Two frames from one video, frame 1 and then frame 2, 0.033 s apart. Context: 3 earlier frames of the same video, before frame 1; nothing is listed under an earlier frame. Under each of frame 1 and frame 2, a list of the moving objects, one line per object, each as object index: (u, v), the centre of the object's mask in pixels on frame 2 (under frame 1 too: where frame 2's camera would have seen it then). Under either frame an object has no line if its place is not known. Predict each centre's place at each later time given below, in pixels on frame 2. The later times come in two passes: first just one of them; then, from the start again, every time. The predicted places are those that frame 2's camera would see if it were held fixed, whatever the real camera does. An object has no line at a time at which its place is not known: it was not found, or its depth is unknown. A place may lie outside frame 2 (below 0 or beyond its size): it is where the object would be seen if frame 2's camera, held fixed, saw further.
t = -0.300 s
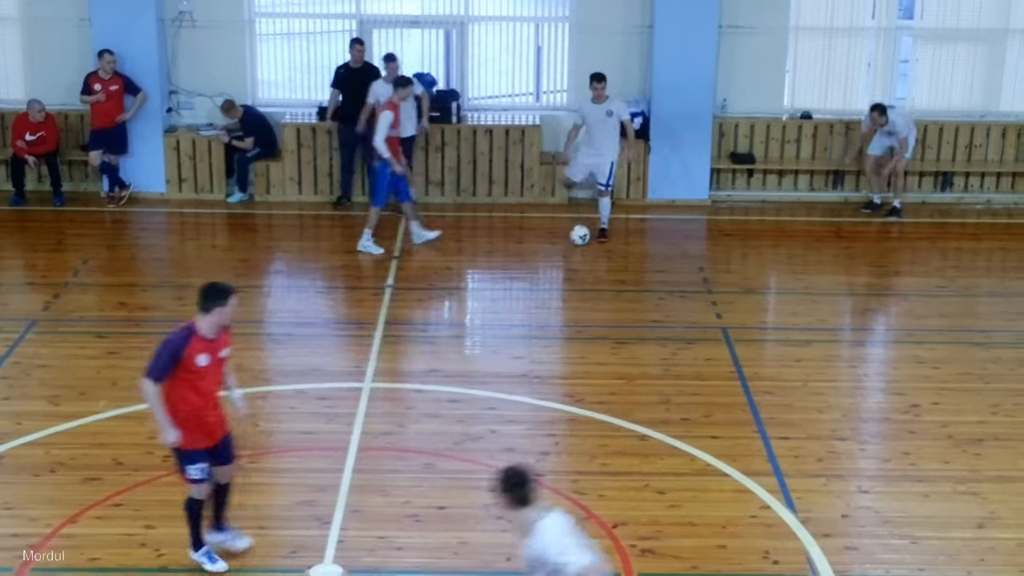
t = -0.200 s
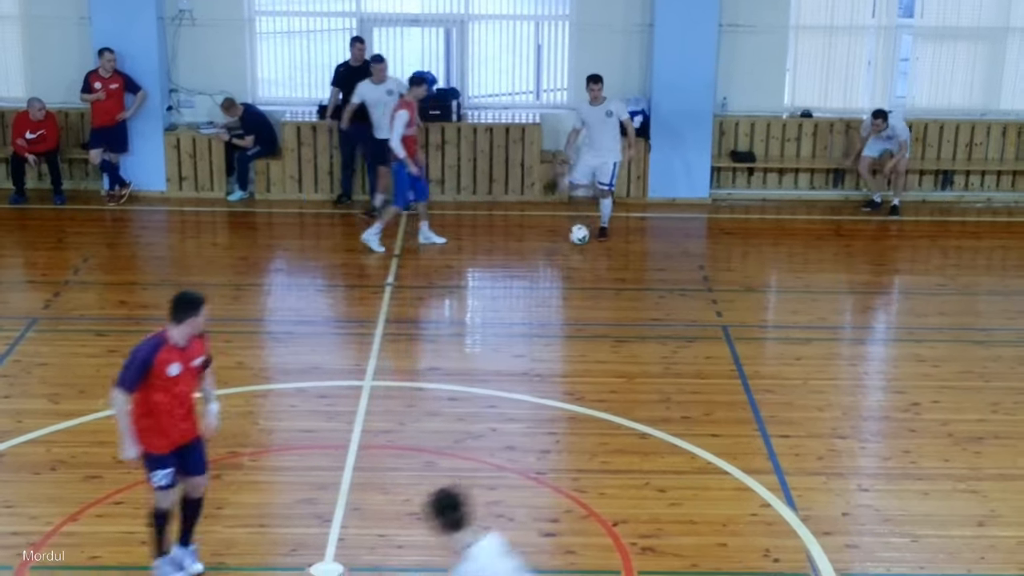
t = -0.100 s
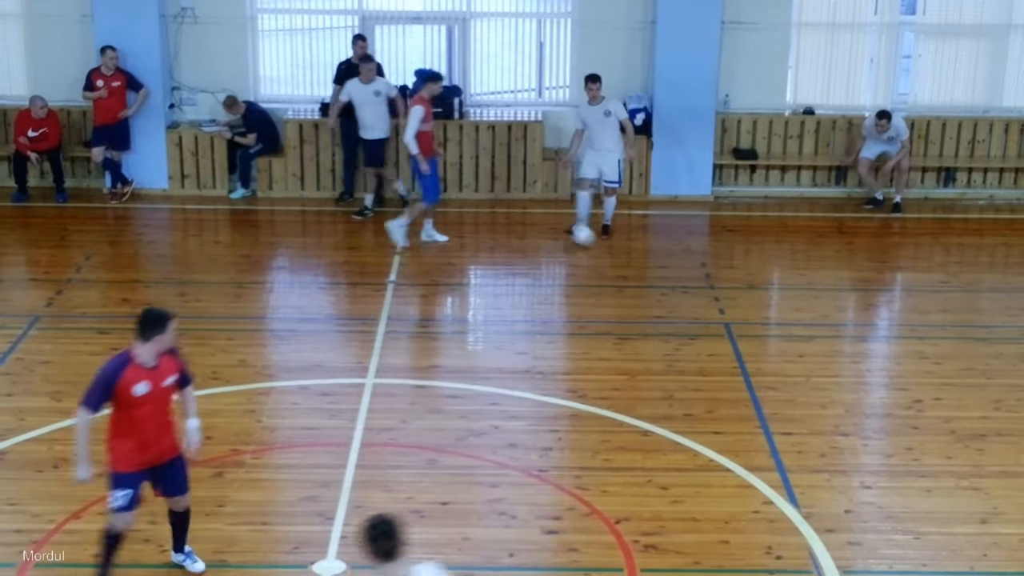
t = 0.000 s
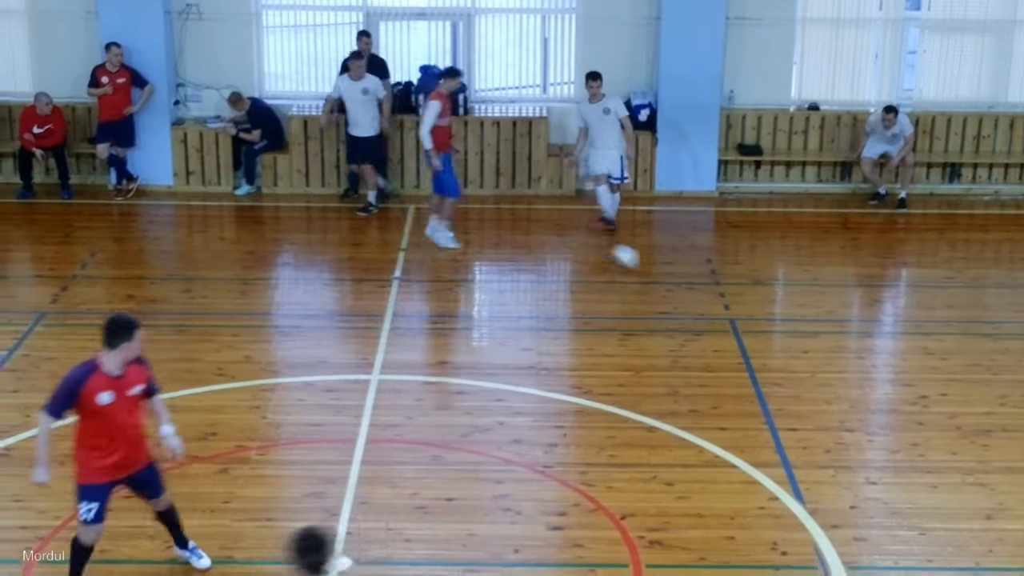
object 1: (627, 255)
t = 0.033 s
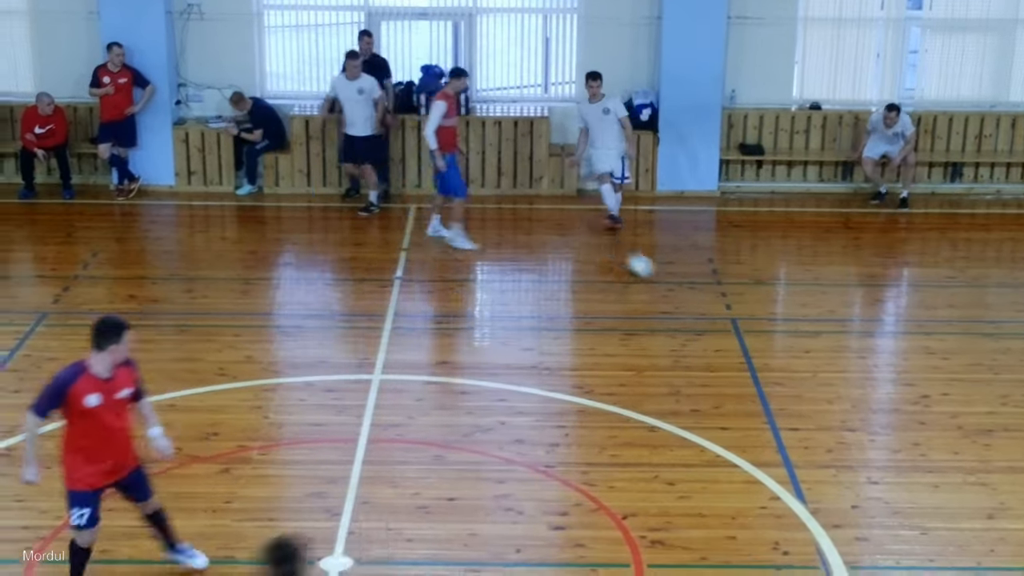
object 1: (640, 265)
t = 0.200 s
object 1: (712, 314)
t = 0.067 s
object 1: (654, 275)
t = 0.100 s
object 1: (668, 285)
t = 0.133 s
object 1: (682, 294)
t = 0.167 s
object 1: (697, 304)
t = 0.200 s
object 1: (712, 314)
